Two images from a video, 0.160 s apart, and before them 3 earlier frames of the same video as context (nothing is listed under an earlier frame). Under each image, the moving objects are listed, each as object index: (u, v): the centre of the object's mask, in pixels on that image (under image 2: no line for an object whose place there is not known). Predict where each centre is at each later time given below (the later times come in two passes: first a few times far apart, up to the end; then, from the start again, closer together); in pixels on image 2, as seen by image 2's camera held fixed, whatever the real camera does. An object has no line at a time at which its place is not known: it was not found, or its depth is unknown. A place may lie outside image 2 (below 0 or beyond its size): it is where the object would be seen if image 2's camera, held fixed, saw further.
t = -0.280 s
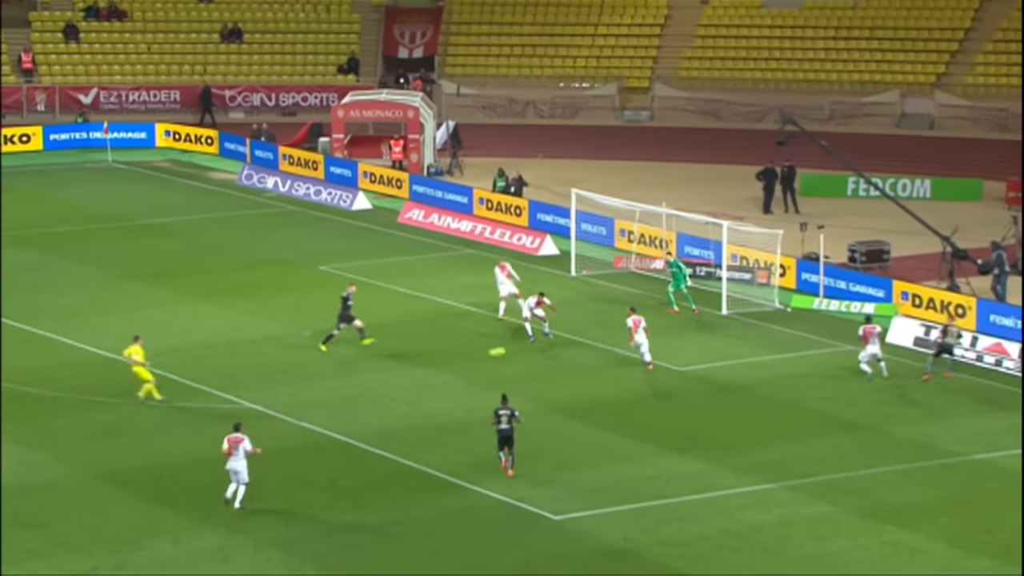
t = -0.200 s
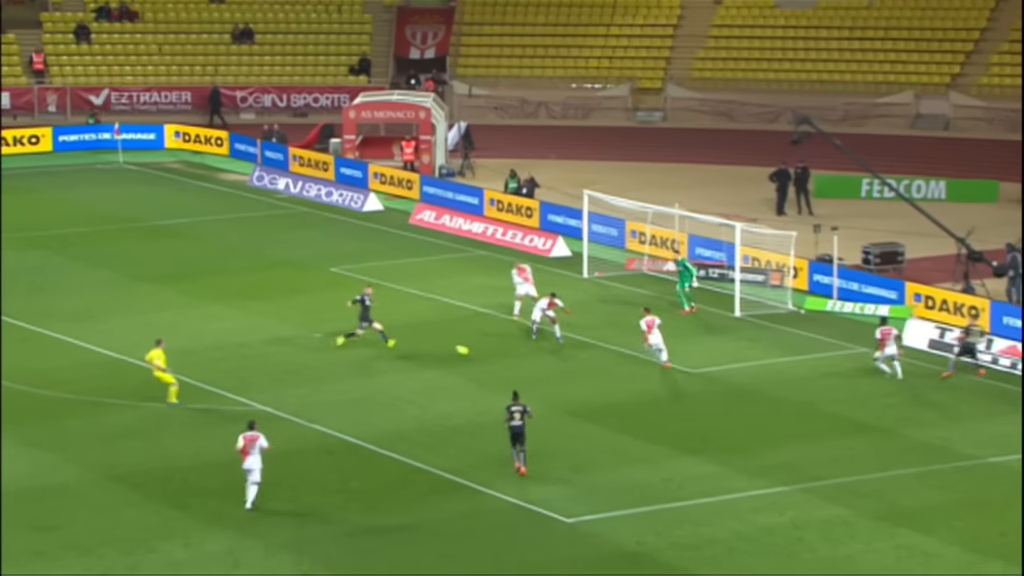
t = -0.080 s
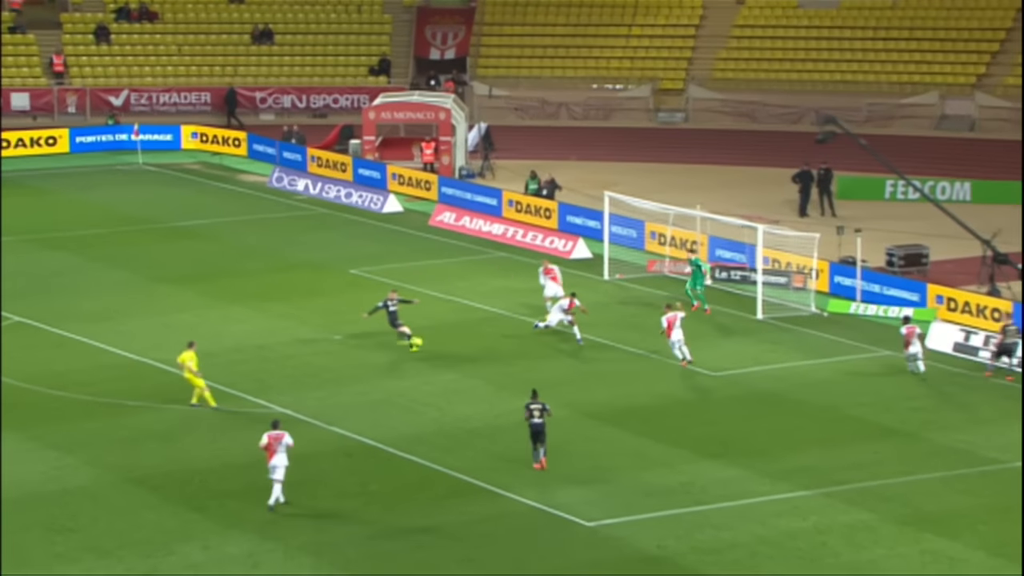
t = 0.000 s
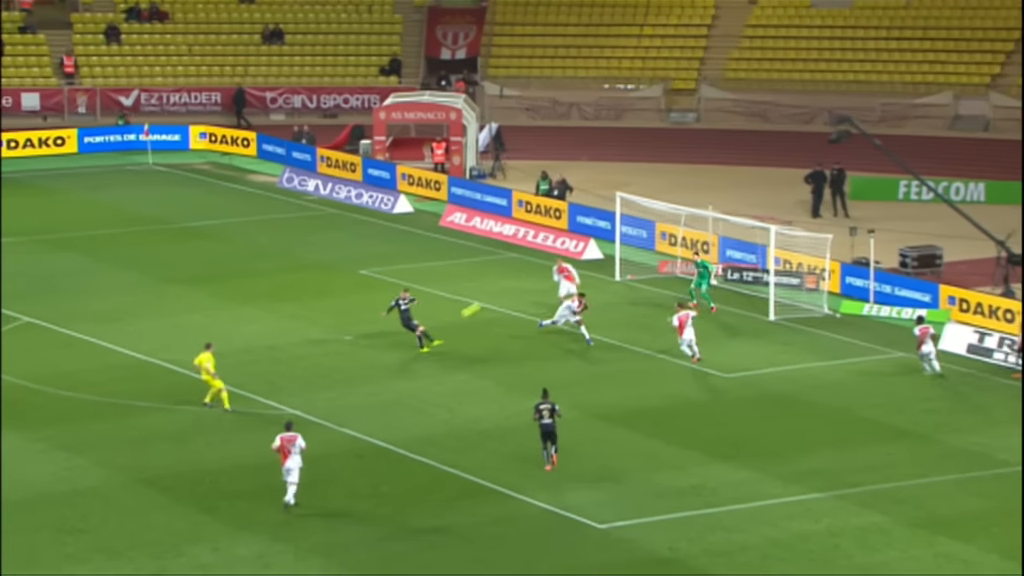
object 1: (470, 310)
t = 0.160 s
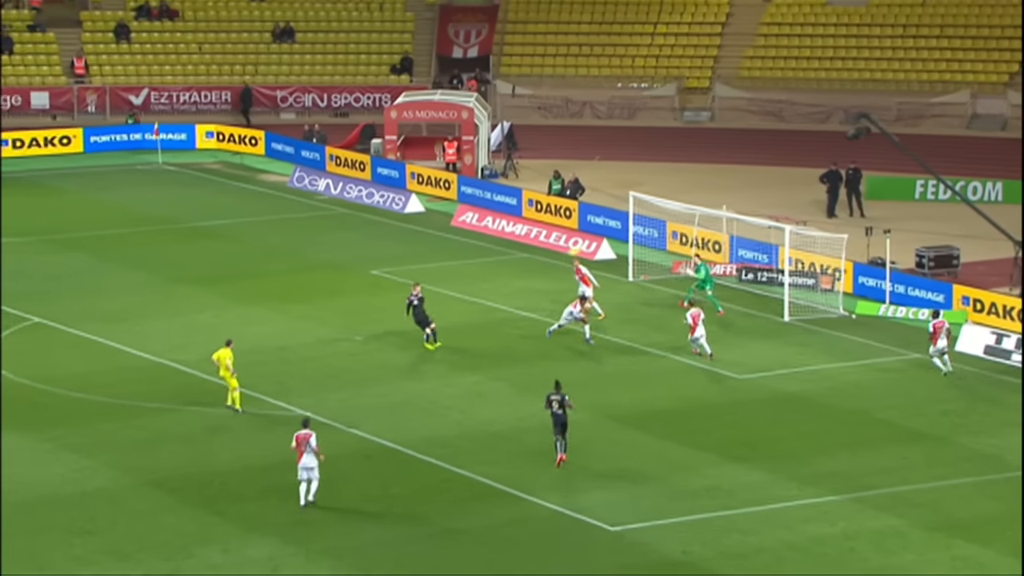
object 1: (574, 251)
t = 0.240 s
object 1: (614, 225)
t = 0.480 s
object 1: (706, 172)
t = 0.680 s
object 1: (760, 148)
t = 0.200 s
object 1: (595, 237)
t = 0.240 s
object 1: (614, 225)
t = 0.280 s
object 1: (632, 214)
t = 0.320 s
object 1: (648, 205)
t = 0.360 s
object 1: (665, 195)
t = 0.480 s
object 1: (706, 172)
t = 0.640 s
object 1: (750, 152)
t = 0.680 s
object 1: (760, 148)
